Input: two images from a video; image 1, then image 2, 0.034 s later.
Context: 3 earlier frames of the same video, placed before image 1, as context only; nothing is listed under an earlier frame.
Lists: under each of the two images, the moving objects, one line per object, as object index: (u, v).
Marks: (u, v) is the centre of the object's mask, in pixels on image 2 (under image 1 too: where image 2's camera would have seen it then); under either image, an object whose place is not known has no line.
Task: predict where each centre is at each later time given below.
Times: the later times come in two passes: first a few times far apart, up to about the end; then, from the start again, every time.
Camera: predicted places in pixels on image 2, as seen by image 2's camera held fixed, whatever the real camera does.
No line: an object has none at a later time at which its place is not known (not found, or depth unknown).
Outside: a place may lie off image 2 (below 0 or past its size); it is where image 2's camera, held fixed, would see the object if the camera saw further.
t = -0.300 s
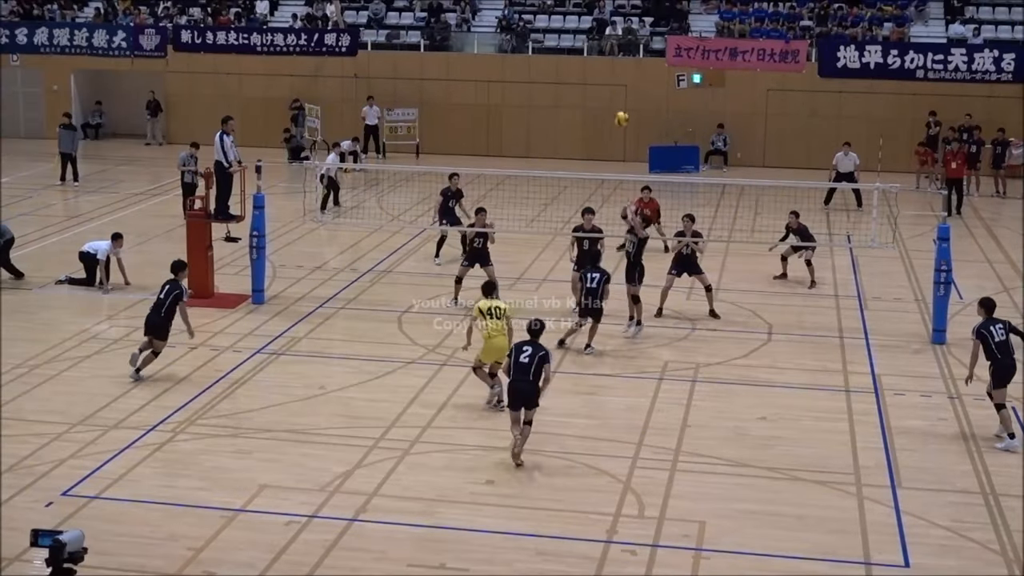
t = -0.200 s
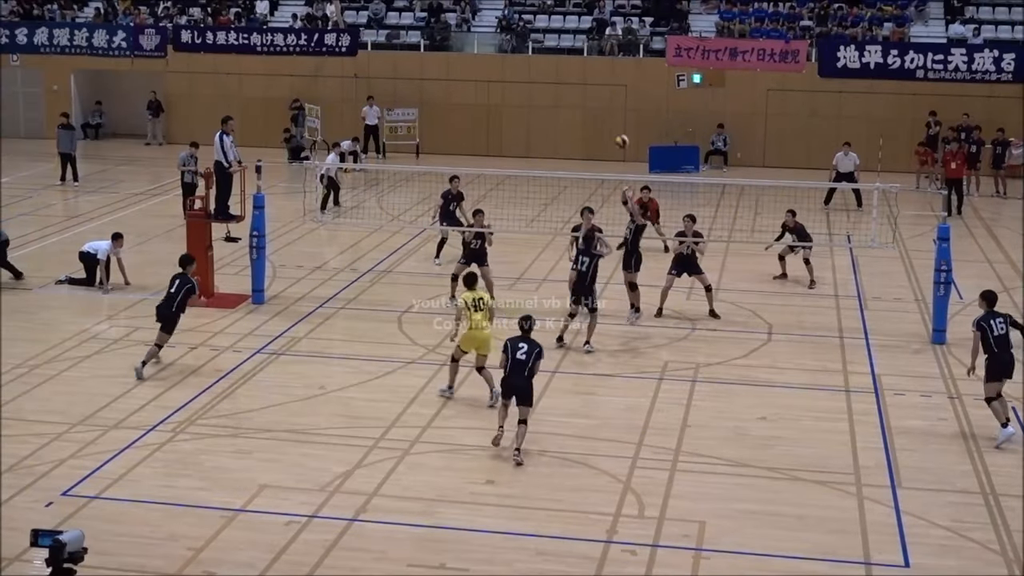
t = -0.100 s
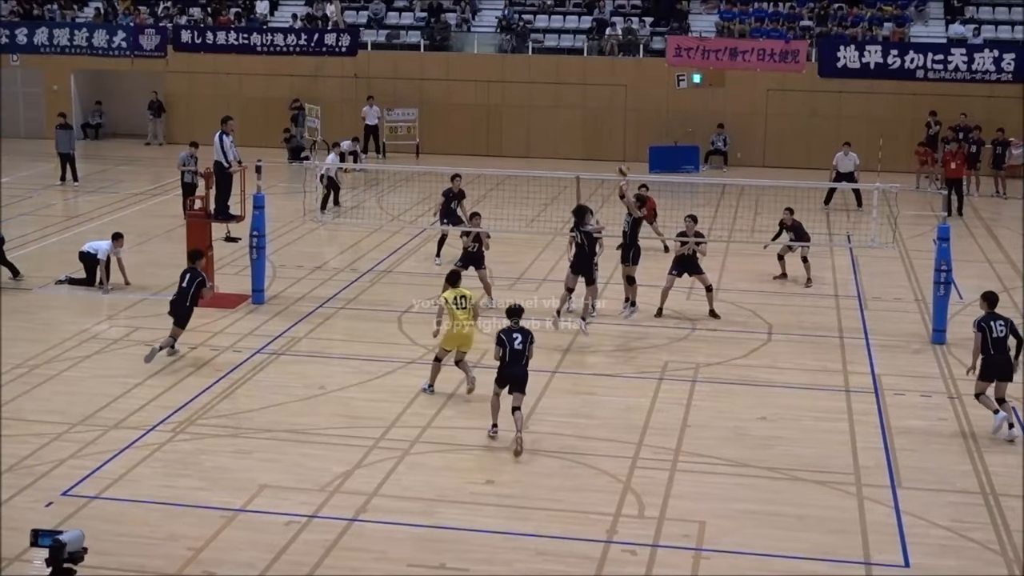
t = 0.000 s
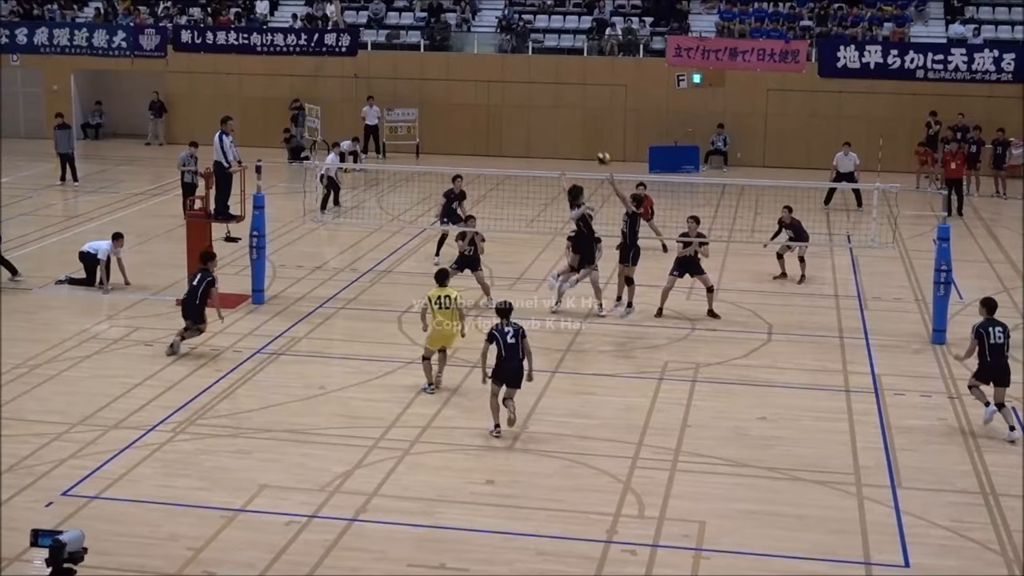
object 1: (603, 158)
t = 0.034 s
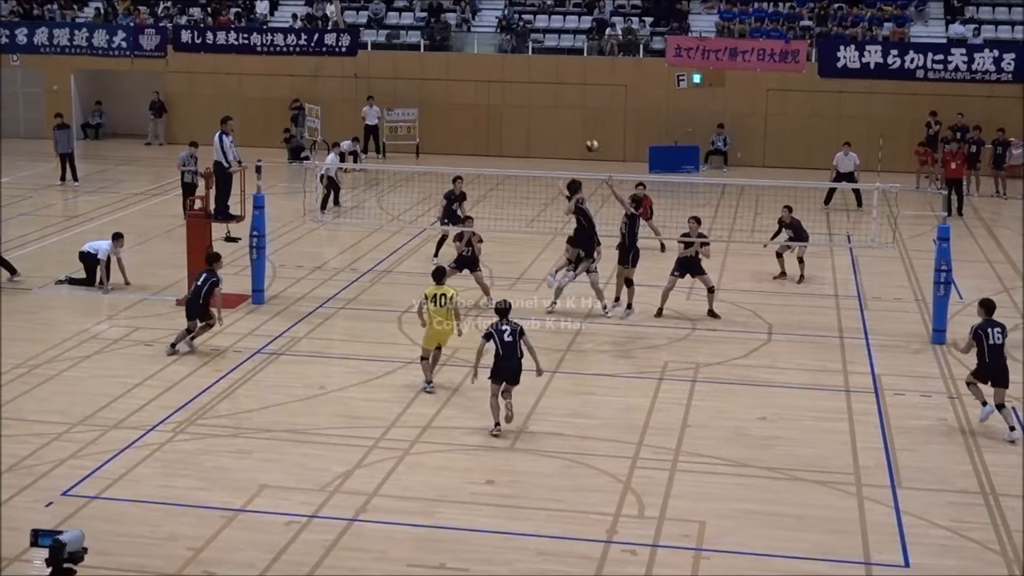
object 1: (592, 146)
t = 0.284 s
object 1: (510, 82)
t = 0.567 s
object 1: (422, 59)
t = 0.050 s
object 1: (586, 140)
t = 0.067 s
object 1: (580, 134)
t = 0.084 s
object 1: (575, 129)
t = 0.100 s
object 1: (569, 124)
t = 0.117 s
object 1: (563, 119)
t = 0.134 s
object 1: (558, 114)
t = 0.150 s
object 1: (552, 110)
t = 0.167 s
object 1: (547, 106)
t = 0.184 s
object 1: (543, 102)
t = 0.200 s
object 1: (537, 98)
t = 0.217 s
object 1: (531, 94)
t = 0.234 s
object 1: (526, 91)
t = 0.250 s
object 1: (520, 88)
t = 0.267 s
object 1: (515, 85)
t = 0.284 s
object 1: (510, 82)
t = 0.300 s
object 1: (504, 79)
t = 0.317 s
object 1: (499, 77)
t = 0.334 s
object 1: (494, 74)
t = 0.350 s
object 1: (488, 72)
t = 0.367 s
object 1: (483, 70)
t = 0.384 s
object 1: (478, 68)
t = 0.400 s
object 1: (473, 66)
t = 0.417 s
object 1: (467, 65)
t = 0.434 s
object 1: (462, 64)
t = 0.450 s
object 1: (457, 63)
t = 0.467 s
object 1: (452, 62)
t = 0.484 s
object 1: (447, 61)
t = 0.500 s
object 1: (442, 60)
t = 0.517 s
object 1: (437, 60)
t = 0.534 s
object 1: (431, 60)
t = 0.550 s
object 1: (426, 59)
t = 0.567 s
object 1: (422, 59)
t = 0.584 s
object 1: (417, 59)
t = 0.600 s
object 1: (412, 60)
